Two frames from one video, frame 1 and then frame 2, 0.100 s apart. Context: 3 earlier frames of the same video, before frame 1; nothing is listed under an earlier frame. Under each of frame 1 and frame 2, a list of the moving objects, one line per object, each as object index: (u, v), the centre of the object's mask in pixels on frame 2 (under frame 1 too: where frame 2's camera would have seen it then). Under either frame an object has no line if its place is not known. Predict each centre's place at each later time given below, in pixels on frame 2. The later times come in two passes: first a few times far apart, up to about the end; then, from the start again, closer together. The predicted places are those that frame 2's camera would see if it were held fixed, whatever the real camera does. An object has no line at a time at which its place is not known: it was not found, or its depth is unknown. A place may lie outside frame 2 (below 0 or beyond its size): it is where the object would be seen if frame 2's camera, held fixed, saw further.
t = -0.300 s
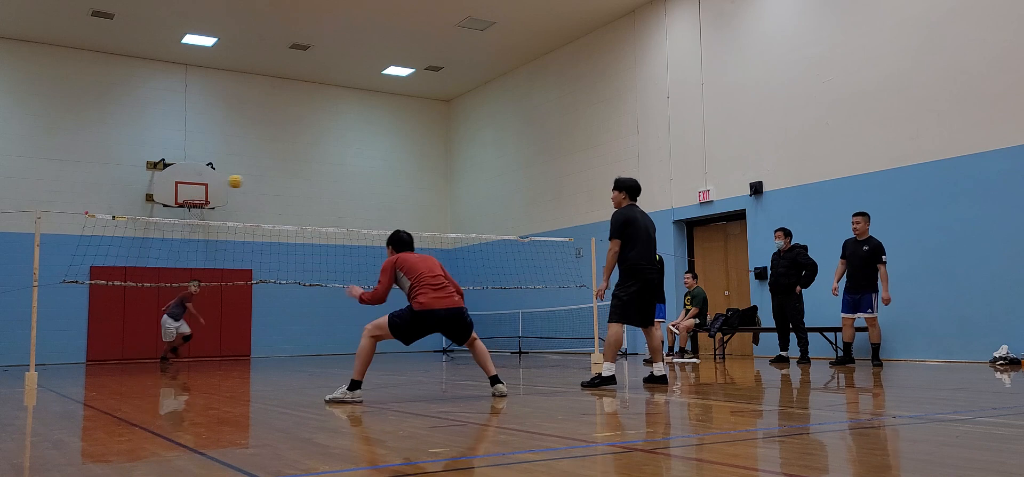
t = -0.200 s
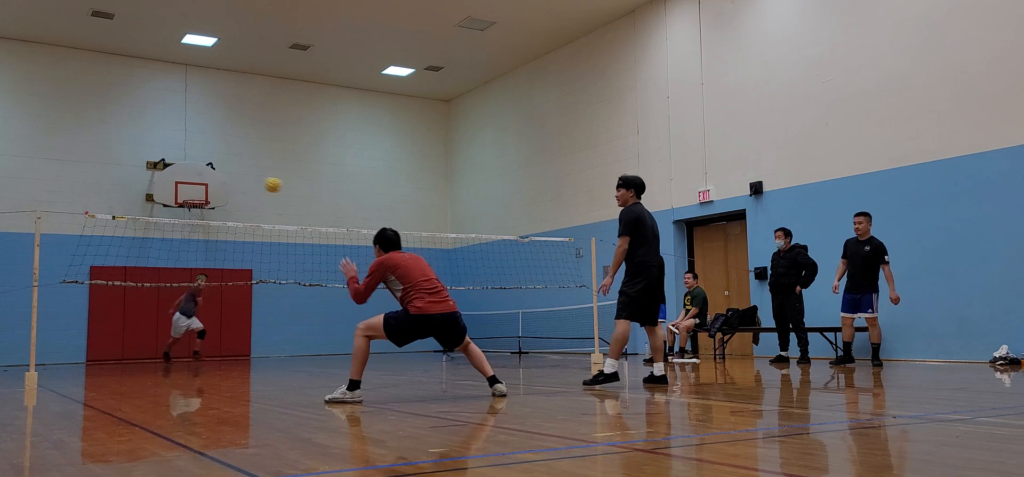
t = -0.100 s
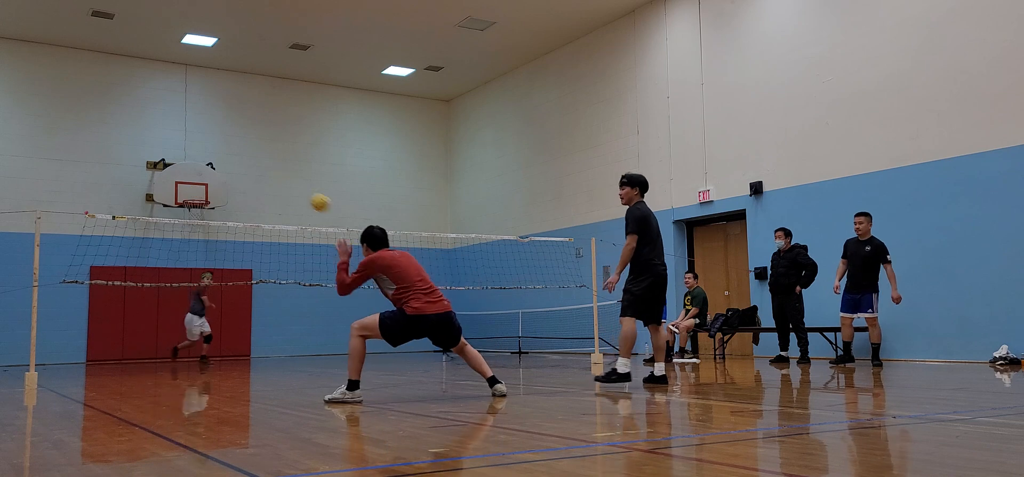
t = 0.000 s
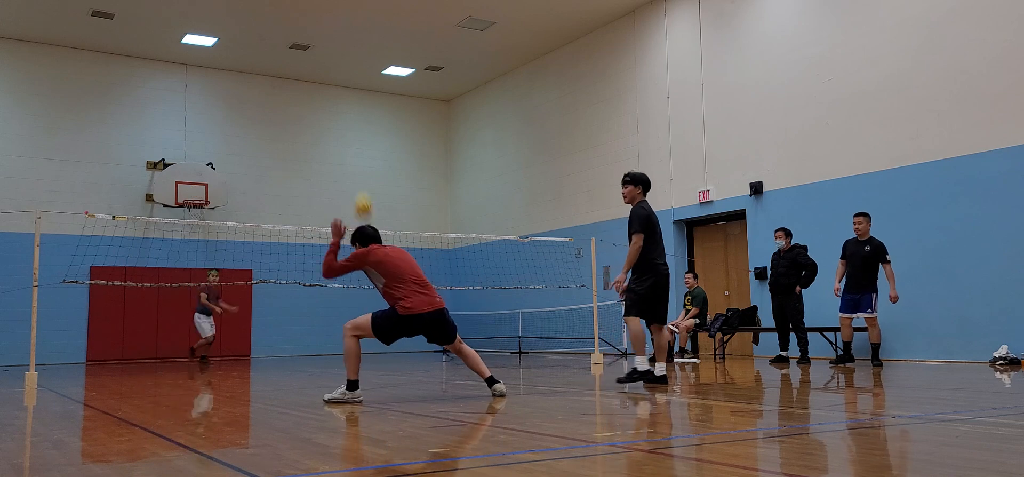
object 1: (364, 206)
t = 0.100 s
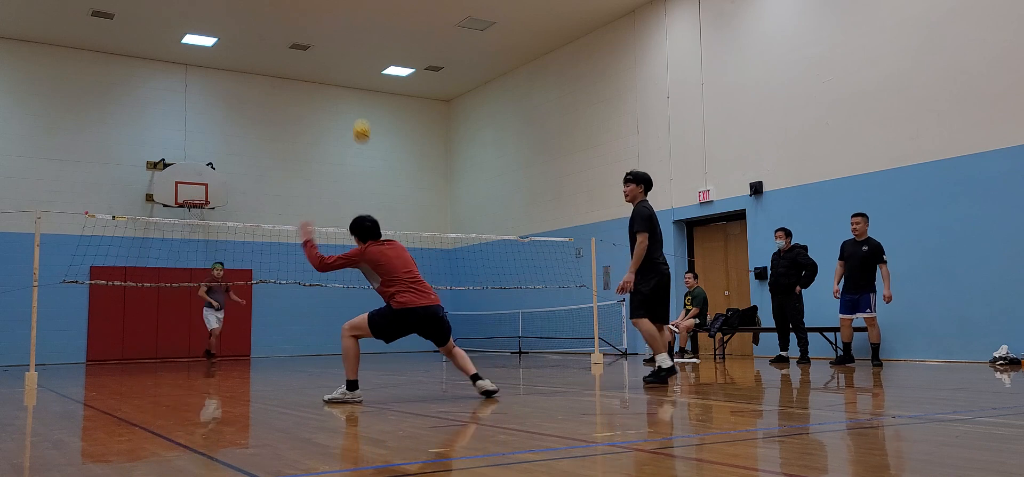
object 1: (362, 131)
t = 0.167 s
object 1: (360, 91)
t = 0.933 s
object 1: (357, 72)
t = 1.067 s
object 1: (357, 127)
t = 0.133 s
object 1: (361, 109)
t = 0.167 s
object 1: (360, 91)
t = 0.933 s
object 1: (357, 72)
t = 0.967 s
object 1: (357, 84)
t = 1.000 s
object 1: (357, 98)
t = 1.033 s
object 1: (357, 112)
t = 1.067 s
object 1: (357, 127)
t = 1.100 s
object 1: (357, 143)
